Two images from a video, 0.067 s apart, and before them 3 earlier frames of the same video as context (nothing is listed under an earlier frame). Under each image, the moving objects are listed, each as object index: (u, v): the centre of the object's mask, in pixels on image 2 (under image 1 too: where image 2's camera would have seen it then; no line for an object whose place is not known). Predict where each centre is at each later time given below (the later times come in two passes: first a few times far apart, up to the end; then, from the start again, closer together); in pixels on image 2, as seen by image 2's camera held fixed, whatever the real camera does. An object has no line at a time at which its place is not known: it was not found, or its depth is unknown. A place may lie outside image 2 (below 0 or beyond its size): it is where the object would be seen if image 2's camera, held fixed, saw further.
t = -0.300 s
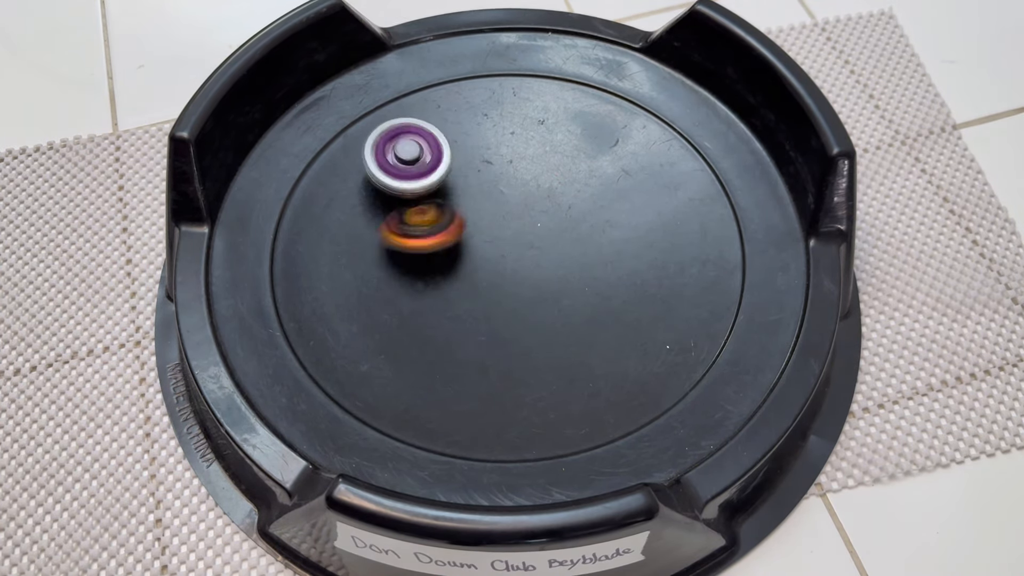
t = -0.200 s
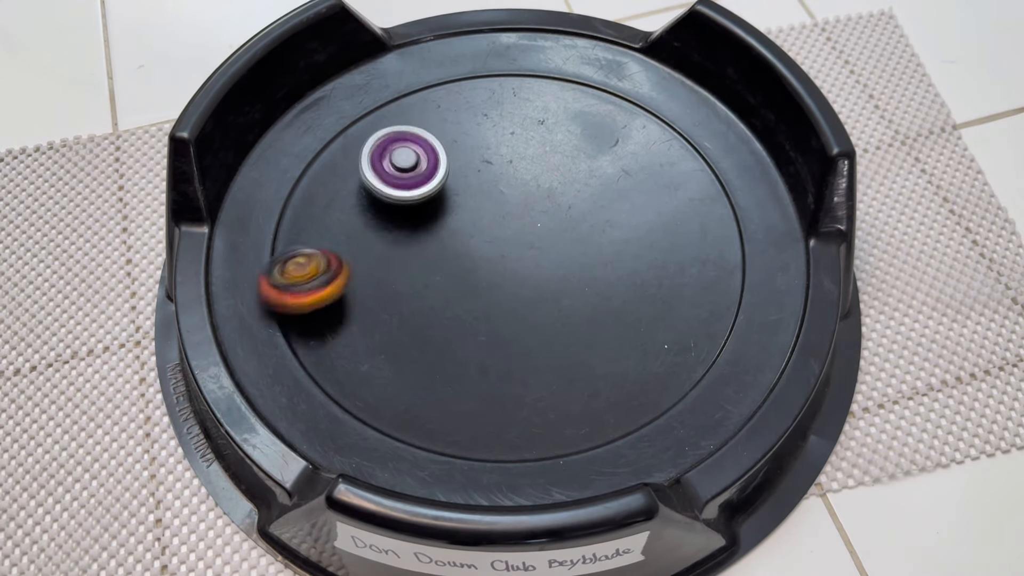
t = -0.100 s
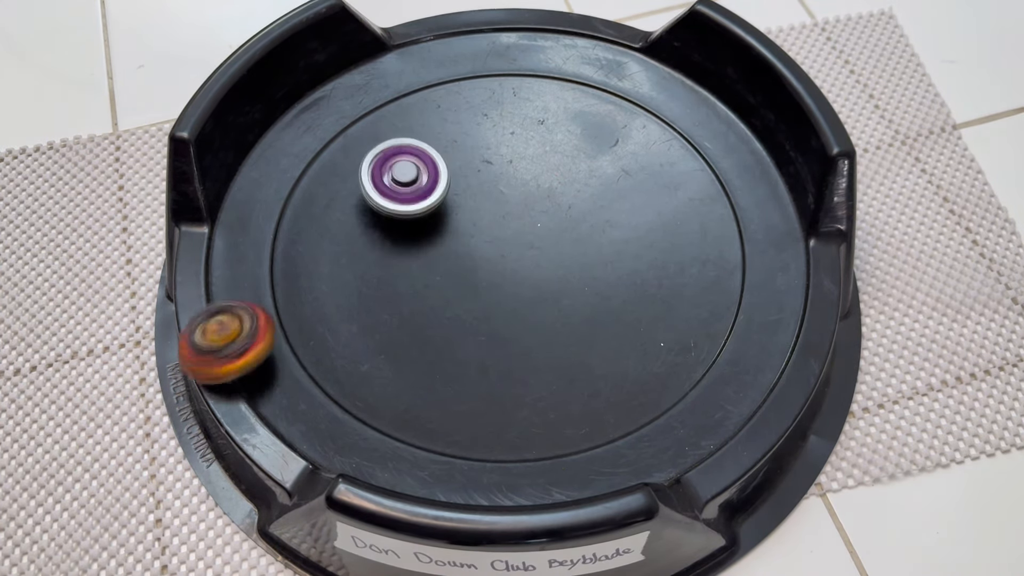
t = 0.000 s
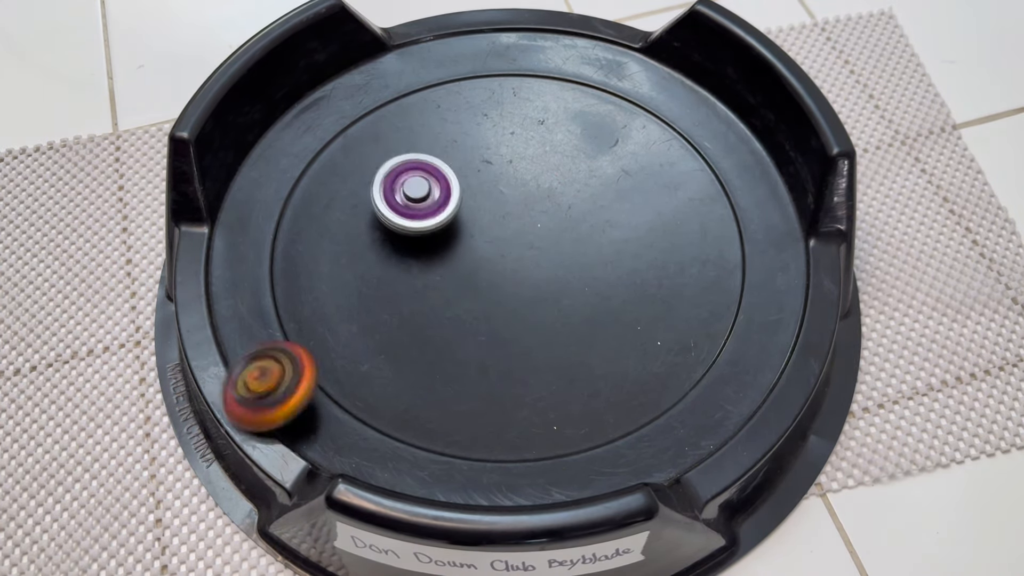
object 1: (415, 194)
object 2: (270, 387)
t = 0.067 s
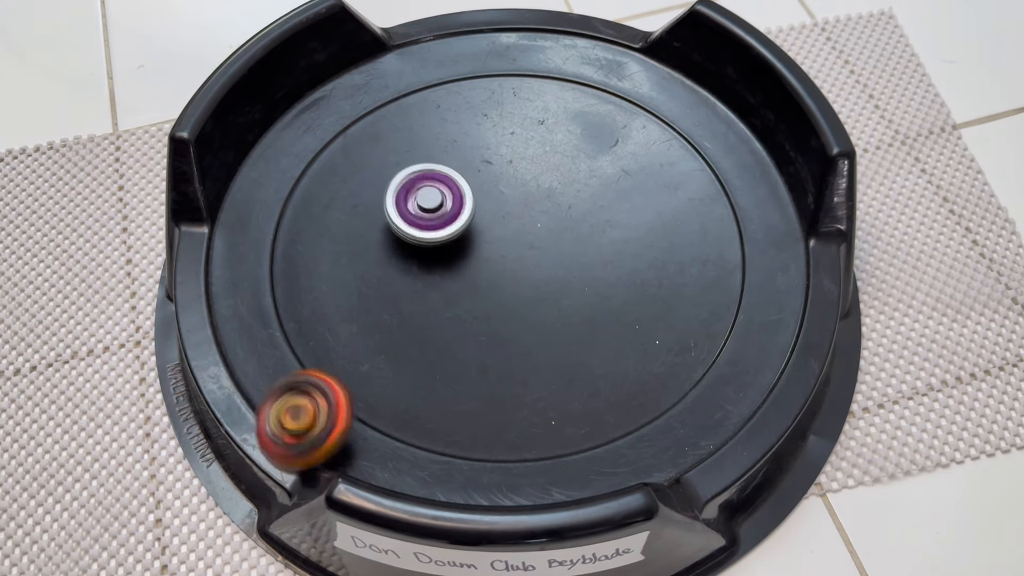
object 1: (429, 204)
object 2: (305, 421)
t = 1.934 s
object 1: (521, 303)
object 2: (449, 168)
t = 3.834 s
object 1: (484, 198)
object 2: (633, 172)
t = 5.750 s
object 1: (501, 282)
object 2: (493, 430)
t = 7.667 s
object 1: (538, 212)
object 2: (433, 84)
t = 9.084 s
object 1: (489, 278)
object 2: (366, 260)
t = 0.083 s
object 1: (433, 207)
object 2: (313, 420)
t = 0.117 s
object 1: (440, 212)
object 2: (331, 411)
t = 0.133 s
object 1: (444, 214)
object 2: (342, 409)
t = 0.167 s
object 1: (454, 218)
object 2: (365, 396)
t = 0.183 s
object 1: (459, 219)
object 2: (378, 393)
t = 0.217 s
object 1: (468, 222)
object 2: (406, 380)
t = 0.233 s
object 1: (472, 224)
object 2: (422, 372)
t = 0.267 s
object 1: (482, 225)
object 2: (454, 359)
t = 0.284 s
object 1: (487, 226)
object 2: (471, 351)
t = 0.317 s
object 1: (496, 226)
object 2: (505, 337)
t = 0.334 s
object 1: (501, 226)
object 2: (521, 330)
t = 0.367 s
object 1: (510, 226)
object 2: (556, 313)
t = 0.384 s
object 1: (514, 226)
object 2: (572, 305)
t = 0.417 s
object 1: (523, 224)
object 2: (602, 288)
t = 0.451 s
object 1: (531, 222)
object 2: (630, 269)
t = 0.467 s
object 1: (535, 221)
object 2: (641, 258)
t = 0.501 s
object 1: (543, 218)
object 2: (660, 235)
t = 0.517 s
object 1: (547, 217)
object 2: (666, 223)
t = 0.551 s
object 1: (553, 214)
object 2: (677, 198)
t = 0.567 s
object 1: (556, 213)
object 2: (679, 185)
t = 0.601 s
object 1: (562, 210)
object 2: (680, 161)
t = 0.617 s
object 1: (565, 208)
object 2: (678, 149)
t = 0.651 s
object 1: (570, 205)
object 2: (670, 125)
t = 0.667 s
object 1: (573, 204)
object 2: (664, 115)
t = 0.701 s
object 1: (577, 201)
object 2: (641, 102)
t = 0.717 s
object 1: (578, 200)
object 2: (627, 99)
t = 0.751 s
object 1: (581, 197)
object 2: (598, 93)
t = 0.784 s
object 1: (583, 194)
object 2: (568, 90)
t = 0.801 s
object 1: (584, 193)
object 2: (553, 89)
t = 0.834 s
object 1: (585, 192)
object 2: (522, 91)
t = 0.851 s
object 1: (585, 191)
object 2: (507, 95)
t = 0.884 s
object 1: (584, 190)
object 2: (477, 106)
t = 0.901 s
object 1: (584, 189)
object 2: (464, 113)
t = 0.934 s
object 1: (583, 189)
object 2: (440, 132)
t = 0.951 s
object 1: (582, 189)
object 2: (430, 142)
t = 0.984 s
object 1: (580, 190)
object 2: (413, 168)
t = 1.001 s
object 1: (579, 190)
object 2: (407, 181)
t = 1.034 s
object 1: (576, 191)
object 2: (400, 209)
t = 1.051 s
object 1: (575, 192)
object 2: (398, 223)
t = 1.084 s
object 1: (572, 194)
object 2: (401, 252)
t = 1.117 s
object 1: (569, 197)
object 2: (409, 281)
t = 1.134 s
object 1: (567, 199)
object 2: (416, 294)
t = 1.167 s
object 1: (564, 202)
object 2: (433, 320)
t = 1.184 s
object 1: (563, 204)
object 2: (444, 331)
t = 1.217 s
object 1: (560, 208)
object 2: (469, 352)
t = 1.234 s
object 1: (558, 210)
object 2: (484, 361)
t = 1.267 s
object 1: (555, 213)
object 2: (515, 375)
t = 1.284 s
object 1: (554, 215)
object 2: (531, 381)
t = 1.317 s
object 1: (550, 220)
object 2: (566, 387)
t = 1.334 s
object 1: (548, 222)
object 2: (584, 388)
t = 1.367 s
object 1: (545, 227)
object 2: (619, 387)
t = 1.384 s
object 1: (543, 230)
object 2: (637, 384)
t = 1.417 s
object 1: (539, 235)
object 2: (670, 374)
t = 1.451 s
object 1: (536, 240)
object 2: (701, 359)
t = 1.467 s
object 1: (535, 243)
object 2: (713, 348)
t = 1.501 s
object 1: (531, 248)
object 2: (725, 323)
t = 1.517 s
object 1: (530, 251)
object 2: (728, 309)
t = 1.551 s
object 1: (527, 256)
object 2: (730, 281)
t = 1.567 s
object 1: (525, 259)
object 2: (730, 266)
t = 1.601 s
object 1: (523, 265)
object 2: (724, 239)
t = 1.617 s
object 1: (523, 267)
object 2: (719, 225)
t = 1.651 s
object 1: (521, 273)
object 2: (702, 201)
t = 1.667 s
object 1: (520, 276)
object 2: (692, 191)
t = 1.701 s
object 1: (520, 281)
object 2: (666, 173)
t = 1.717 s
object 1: (519, 283)
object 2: (653, 165)
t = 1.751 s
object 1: (519, 288)
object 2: (624, 154)
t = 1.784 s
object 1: (519, 292)
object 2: (591, 147)
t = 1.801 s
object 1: (519, 293)
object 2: (575, 145)
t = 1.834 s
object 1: (520, 297)
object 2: (542, 145)
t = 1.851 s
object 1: (520, 298)
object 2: (526, 146)
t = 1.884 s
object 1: (520, 301)
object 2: (494, 152)
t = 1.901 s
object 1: (521, 302)
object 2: (478, 157)
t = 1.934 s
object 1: (521, 303)
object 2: (449, 168)
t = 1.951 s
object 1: (521, 304)
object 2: (436, 175)
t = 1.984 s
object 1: (521, 304)
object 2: (411, 191)
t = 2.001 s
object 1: (521, 305)
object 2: (399, 201)
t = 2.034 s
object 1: (520, 306)
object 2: (379, 222)
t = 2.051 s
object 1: (520, 305)
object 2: (371, 233)
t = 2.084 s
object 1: (520, 306)
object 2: (357, 257)
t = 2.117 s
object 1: (519, 305)
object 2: (348, 283)
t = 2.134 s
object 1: (519, 305)
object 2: (344, 295)
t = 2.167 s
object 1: (517, 304)
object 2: (340, 323)
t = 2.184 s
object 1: (517, 303)
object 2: (340, 337)
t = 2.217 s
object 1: (515, 302)
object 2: (345, 364)
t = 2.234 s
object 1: (514, 301)
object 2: (351, 377)
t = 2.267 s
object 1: (512, 299)
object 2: (366, 401)
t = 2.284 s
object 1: (511, 298)
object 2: (377, 412)
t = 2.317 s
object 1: (509, 296)
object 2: (405, 428)
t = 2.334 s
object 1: (508, 295)
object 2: (423, 435)
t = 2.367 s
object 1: (505, 293)
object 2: (460, 439)
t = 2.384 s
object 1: (504, 291)
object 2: (479, 440)
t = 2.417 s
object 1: (502, 288)
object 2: (516, 440)
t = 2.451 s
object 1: (499, 285)
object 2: (553, 432)
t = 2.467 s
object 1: (498, 284)
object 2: (571, 425)
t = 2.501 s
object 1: (494, 280)
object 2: (602, 406)
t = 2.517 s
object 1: (492, 279)
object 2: (615, 395)
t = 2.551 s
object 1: (489, 276)
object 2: (636, 370)
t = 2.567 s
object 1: (487, 275)
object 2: (644, 356)
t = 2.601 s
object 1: (484, 272)
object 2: (653, 328)
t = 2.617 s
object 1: (483, 270)
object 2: (655, 313)
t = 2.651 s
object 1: (480, 267)
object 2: (654, 284)
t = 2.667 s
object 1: (479, 265)
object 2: (652, 270)
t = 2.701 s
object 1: (476, 262)
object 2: (642, 244)
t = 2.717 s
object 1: (475, 261)
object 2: (635, 231)
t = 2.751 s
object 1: (472, 258)
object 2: (618, 207)
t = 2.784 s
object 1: (470, 255)
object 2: (597, 187)
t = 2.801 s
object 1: (469, 254)
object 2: (586, 178)
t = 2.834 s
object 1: (467, 251)
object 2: (562, 161)
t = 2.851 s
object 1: (466, 249)
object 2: (549, 154)
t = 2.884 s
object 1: (464, 246)
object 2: (522, 143)
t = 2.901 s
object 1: (463, 244)
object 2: (508, 138)
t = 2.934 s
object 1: (461, 241)
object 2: (480, 130)
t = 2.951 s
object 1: (460, 240)
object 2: (465, 127)
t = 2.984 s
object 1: (459, 237)
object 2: (435, 124)
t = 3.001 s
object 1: (458, 235)
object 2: (421, 124)
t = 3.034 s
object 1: (457, 233)
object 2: (392, 127)
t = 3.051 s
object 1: (457, 232)
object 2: (378, 130)
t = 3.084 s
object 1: (456, 230)
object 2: (352, 138)
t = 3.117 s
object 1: (455, 228)
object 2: (327, 152)
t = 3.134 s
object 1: (455, 226)
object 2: (316, 159)
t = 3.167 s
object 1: (454, 224)
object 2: (296, 178)
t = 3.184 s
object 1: (455, 223)
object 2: (290, 190)
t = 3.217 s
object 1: (455, 221)
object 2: (286, 218)
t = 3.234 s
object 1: (455, 220)
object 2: (285, 231)
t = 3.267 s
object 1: (455, 218)
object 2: (285, 258)
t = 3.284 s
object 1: (455, 217)
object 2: (287, 272)
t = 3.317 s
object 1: (456, 215)
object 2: (297, 299)
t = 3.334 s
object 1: (457, 214)
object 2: (306, 312)
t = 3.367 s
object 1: (458, 212)
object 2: (327, 335)
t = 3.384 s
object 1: (458, 211)
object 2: (342, 345)
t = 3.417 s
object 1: (460, 209)
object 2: (373, 359)
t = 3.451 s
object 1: (461, 207)
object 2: (410, 368)
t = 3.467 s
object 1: (462, 206)
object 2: (428, 370)
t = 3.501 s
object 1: (463, 204)
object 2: (465, 372)
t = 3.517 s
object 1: (464, 204)
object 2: (483, 370)
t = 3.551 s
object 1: (465, 202)
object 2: (518, 362)
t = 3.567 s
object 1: (466, 202)
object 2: (535, 356)
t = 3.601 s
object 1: (468, 201)
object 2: (565, 341)
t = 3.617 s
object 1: (469, 200)
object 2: (578, 331)
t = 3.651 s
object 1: (471, 199)
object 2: (601, 310)
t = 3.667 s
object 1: (471, 199)
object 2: (611, 298)
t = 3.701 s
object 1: (474, 198)
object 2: (627, 274)
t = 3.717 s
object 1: (475, 199)
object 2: (632, 261)
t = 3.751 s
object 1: (477, 198)
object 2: (639, 235)
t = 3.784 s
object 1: (480, 198)
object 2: (640, 209)
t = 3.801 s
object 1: (481, 198)
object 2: (638, 196)
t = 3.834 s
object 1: (484, 198)
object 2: (633, 172)
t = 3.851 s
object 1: (486, 198)
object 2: (629, 160)
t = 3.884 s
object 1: (490, 198)
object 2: (618, 136)
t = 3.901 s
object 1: (491, 199)
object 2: (611, 126)
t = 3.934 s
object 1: (496, 199)
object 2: (594, 107)
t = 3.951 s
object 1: (498, 199)
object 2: (584, 99)
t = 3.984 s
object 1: (502, 200)
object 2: (562, 85)
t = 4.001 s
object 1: (504, 200)
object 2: (551, 78)
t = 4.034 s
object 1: (508, 200)
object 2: (525, 68)
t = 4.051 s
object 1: (510, 200)
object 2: (512, 67)
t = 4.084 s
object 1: (514, 201)
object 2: (484, 72)
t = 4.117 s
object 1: (518, 202)
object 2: (456, 78)
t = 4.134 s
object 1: (519, 202)
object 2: (443, 81)
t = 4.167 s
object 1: (522, 203)
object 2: (418, 92)
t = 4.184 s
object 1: (524, 203)
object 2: (406, 99)
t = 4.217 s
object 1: (527, 204)
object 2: (386, 116)
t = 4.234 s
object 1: (528, 205)
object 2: (377, 128)
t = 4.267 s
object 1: (531, 206)
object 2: (364, 150)
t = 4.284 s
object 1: (532, 207)
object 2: (359, 163)
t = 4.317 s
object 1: (535, 208)
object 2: (354, 189)
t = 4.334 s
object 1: (537, 208)
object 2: (353, 203)
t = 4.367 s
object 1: (539, 210)
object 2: (357, 230)
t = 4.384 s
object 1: (540, 211)
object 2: (361, 243)
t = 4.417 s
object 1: (543, 212)
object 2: (374, 269)
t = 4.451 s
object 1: (545, 214)
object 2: (391, 292)
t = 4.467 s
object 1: (546, 215)
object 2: (402, 303)
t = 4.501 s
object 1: (548, 216)
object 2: (427, 323)
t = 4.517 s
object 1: (548, 217)
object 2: (441, 331)
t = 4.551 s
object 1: (550, 219)
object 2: (471, 345)
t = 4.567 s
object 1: (551, 220)
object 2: (487, 350)
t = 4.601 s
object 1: (552, 222)
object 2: (520, 356)
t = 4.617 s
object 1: (552, 223)
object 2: (537, 357)
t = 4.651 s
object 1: (553, 225)
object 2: (570, 355)
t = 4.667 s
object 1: (553, 227)
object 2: (586, 352)
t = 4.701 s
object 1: (554, 229)
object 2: (618, 344)
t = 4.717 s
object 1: (554, 230)
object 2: (633, 338)
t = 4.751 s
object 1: (554, 233)
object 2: (660, 322)
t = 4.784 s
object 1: (554, 236)
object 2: (684, 304)
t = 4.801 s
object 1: (554, 237)
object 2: (693, 293)
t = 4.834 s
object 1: (553, 240)
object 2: (708, 271)
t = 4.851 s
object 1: (553, 241)
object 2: (713, 259)
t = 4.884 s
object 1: (552, 244)
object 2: (718, 234)
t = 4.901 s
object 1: (552, 245)
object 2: (718, 222)
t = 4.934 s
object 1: (551, 248)
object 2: (713, 197)
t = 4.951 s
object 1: (550, 250)
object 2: (708, 186)
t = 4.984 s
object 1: (549, 252)
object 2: (695, 164)
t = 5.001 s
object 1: (548, 254)
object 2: (686, 154)
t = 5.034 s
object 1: (547, 257)
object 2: (665, 138)
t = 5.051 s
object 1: (546, 258)
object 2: (653, 131)
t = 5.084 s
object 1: (544, 261)
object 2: (627, 119)
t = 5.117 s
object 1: (543, 263)
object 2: (599, 112)
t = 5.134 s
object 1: (542, 265)
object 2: (584, 110)
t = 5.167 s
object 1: (540, 267)
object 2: (555, 110)
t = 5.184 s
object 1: (539, 268)
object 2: (540, 111)
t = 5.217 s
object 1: (537, 270)
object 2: (511, 117)
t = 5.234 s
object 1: (536, 272)
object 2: (497, 122)
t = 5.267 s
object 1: (534, 274)
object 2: (470, 133)
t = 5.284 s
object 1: (533, 275)
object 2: (457, 139)
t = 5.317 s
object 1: (531, 276)
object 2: (433, 154)
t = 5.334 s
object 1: (530, 277)
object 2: (423, 163)
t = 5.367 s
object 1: (528, 279)
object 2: (404, 182)
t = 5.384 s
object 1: (527, 280)
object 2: (396, 193)
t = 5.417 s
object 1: (525, 281)
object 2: (382, 215)
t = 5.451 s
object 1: (522, 282)
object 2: (373, 239)
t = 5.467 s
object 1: (521, 282)
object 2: (370, 252)
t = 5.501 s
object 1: (519, 283)
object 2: (367, 277)
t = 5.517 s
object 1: (518, 283)
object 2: (366, 291)
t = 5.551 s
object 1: (516, 283)
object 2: (370, 317)
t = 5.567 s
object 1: (515, 284)
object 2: (373, 329)
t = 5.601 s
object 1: (512, 284)
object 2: (384, 353)
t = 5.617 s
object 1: (511, 284)
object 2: (392, 364)
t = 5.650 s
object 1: (509, 283)
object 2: (410, 386)
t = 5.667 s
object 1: (508, 283)
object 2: (421, 397)
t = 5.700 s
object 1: (505, 283)
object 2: (446, 414)
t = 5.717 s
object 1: (504, 283)
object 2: (461, 420)
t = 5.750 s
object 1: (501, 282)
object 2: (493, 430)
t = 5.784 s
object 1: (499, 281)
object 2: (527, 433)
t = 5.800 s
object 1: (498, 281)
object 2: (545, 433)
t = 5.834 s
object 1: (495, 280)
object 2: (579, 427)
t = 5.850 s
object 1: (494, 279)
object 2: (595, 421)
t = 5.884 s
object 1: (491, 278)
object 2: (625, 406)
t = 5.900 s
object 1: (489, 277)
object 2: (638, 397)
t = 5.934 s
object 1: (486, 275)
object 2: (660, 376)
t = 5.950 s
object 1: (485, 274)
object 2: (669, 364)
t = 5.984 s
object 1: (482, 273)
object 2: (681, 338)
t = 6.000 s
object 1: (481, 271)
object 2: (686, 324)
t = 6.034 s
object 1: (479, 270)
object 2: (688, 297)
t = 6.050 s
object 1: (478, 268)
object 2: (687, 284)
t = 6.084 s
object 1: (476, 266)
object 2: (679, 258)
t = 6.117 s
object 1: (475, 264)
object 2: (667, 234)
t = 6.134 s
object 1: (474, 263)
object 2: (660, 223)
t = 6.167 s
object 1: (473, 261)
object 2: (642, 202)
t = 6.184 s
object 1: (472, 260)
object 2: (631, 193)
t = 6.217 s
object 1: (470, 257)
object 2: (610, 176)
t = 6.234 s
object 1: (470, 256)
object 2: (598, 169)
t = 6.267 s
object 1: (469, 253)
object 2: (573, 156)
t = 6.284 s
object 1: (469, 251)
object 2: (560, 150)
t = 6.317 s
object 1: (468, 248)
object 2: (533, 142)
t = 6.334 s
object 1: (467, 246)
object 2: (519, 139)
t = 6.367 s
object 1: (467, 243)
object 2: (491, 134)
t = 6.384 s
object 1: (466, 241)
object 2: (477, 133)
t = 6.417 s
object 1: (465, 238)
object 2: (449, 133)
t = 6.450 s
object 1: (465, 235)
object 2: (422, 136)
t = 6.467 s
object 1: (465, 233)
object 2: (408, 138)
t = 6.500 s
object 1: (464, 229)
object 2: (383, 146)
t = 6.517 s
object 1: (463, 228)
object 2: (370, 152)
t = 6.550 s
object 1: (463, 225)
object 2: (347, 165)
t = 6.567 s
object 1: (462, 223)
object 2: (336, 172)
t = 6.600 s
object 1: (462, 221)
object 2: (317, 189)
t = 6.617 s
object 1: (462, 219)
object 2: (309, 199)
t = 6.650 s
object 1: (462, 217)
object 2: (295, 221)
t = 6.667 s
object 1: (462, 216)
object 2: (290, 232)
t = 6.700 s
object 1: (463, 213)
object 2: (284, 257)
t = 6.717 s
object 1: (463, 212)
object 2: (284, 270)
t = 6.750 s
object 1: (464, 210)
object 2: (287, 295)
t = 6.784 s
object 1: (465, 208)
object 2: (298, 320)
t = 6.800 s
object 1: (465, 207)
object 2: (306, 331)
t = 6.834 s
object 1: (466, 206)
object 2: (328, 352)
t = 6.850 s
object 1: (467, 205)
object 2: (340, 361)
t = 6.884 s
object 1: (468, 203)
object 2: (370, 376)
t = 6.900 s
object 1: (468, 203)
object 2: (386, 381)
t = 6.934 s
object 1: (470, 202)
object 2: (420, 387)
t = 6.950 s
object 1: (471, 201)
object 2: (438, 388)
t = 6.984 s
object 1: (472, 200)
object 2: (472, 388)
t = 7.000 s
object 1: (473, 200)
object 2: (489, 387)
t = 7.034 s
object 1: (475, 199)
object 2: (522, 379)
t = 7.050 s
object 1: (476, 199)
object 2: (537, 372)
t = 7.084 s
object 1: (478, 199)
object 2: (566, 357)
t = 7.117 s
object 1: (481, 199)
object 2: (590, 339)
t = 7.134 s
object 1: (482, 199)
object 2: (601, 328)
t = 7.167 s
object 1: (485, 199)
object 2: (619, 306)
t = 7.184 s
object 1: (487, 199)
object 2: (625, 294)
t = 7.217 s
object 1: (490, 199)
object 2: (636, 270)
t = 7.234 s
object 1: (492, 199)
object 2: (639, 257)
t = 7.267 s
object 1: (496, 200)
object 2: (641, 232)
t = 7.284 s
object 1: (498, 200)
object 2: (641, 220)
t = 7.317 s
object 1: (502, 201)
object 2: (637, 196)
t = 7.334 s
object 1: (504, 201)
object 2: (634, 185)
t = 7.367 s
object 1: (508, 201)
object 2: (625, 162)
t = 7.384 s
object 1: (510, 202)
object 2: (619, 151)
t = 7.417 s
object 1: (514, 203)
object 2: (605, 132)
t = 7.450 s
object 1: (518, 203)
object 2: (588, 115)
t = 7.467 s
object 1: (519, 204)
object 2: (579, 107)
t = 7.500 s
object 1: (523, 205)
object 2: (558, 95)
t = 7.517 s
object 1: (524, 206)
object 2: (546, 89)
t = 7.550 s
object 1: (528, 207)
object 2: (522, 81)
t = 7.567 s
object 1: (529, 208)
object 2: (509, 78)
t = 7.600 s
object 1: (532, 209)
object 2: (484, 76)
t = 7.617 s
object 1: (533, 210)
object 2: (471, 76)
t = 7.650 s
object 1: (536, 211)
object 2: (445, 80)
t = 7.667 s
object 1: (538, 212)
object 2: (433, 84)
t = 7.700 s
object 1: (540, 213)
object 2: (410, 94)
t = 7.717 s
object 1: (541, 214)
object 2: (399, 101)
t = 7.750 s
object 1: (543, 216)
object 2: (380, 117)
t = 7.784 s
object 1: (545, 217)
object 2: (365, 137)
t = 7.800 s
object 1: (546, 219)
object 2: (359, 148)
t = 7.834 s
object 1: (548, 220)
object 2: (350, 171)
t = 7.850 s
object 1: (548, 221)
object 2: (347, 184)
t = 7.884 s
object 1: (549, 223)
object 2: (346, 209)
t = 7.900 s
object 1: (550, 225)
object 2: (347, 221)
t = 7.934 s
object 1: (551, 227)
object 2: (354, 246)
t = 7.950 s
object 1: (551, 228)
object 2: (358, 258)
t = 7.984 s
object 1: (551, 231)
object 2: (373, 282)
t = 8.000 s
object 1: (551, 232)
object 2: (381, 292)
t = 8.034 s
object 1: (551, 235)
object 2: (402, 313)
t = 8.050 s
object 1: (551, 236)
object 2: (413, 322)
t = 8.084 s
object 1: (551, 239)
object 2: (439, 338)
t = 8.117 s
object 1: (550, 242)
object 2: (468, 351)
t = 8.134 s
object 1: (550, 243)
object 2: (483, 355)
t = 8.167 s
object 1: (549, 246)
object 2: (515, 361)
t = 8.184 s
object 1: (548, 248)
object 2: (530, 362)
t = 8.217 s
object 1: (547, 251)
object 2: (562, 361)
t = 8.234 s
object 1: (546, 252)
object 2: (578, 359)
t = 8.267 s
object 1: (544, 255)
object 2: (608, 351)
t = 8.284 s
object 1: (543, 256)
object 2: (622, 346)
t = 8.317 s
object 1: (541, 259)
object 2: (648, 333)
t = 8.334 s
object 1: (541, 261)
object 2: (660, 325)
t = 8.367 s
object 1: (539, 263)
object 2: (681, 307)
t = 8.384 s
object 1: (538, 265)
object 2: (689, 297)
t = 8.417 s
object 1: (536, 267)
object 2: (702, 275)
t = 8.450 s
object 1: (534, 269)
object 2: (710, 252)
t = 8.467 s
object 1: (533, 271)
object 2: (711, 240)
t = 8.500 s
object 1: (531, 273)
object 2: (709, 216)
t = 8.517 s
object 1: (530, 274)
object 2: (706, 205)
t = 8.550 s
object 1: (527, 276)
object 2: (696, 184)
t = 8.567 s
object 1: (526, 276)
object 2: (689, 173)
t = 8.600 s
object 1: (524, 278)
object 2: (671, 155)
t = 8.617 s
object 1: (523, 279)
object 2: (661, 148)
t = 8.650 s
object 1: (521, 280)
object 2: (638, 134)
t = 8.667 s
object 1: (520, 280)
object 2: (626, 129)
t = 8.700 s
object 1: (518, 281)
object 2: (600, 122)
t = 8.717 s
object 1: (516, 281)
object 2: (587, 120)
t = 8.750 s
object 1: (514, 282)
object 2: (560, 119)
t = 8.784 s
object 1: (512, 282)
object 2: (532, 121)
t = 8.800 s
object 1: (511, 282)
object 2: (518, 123)
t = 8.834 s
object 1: (509, 282)
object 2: (491, 130)
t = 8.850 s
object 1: (507, 283)
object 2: (479, 135)
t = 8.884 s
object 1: (505, 282)
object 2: (454, 146)
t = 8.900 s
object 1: (504, 282)
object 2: (443, 152)
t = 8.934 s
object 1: (501, 282)
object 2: (422, 168)
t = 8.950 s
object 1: (499, 282)
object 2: (413, 176)
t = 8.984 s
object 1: (497, 281)
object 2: (396, 195)
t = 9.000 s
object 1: (496, 280)
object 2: (388, 205)
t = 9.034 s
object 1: (492, 280)
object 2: (377, 227)
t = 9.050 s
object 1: (491, 279)
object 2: (372, 238)
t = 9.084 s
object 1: (489, 278)
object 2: (366, 260)
